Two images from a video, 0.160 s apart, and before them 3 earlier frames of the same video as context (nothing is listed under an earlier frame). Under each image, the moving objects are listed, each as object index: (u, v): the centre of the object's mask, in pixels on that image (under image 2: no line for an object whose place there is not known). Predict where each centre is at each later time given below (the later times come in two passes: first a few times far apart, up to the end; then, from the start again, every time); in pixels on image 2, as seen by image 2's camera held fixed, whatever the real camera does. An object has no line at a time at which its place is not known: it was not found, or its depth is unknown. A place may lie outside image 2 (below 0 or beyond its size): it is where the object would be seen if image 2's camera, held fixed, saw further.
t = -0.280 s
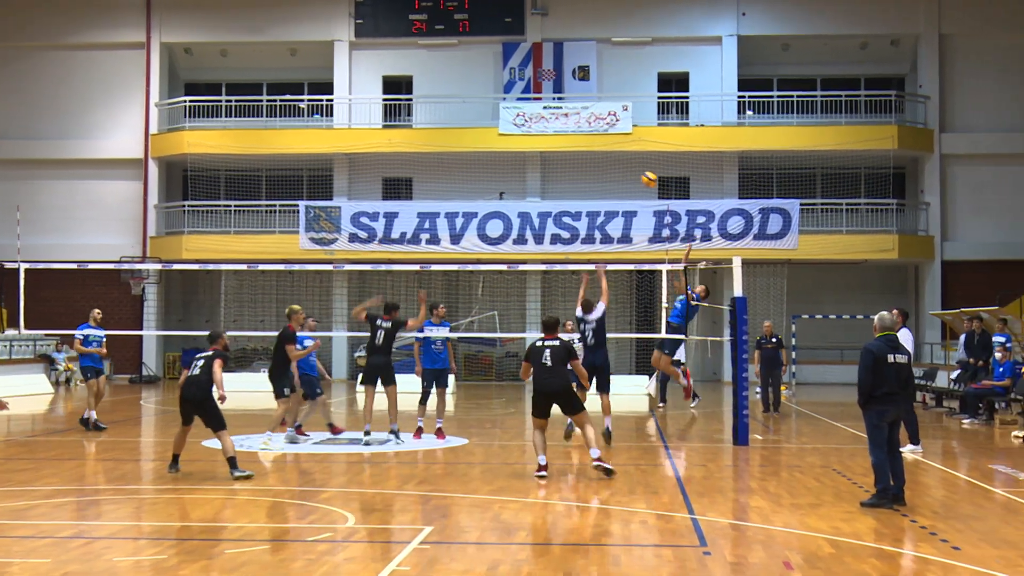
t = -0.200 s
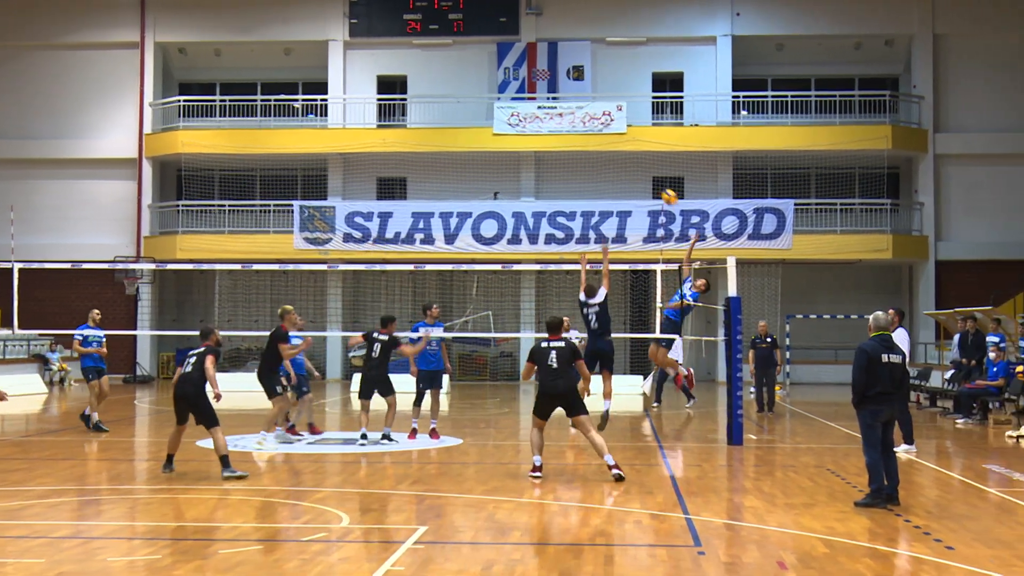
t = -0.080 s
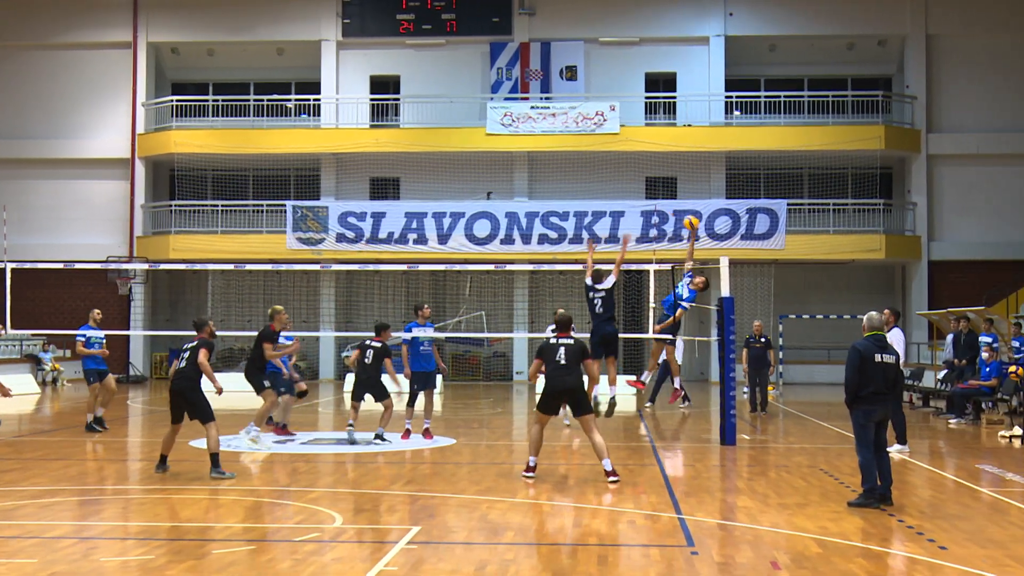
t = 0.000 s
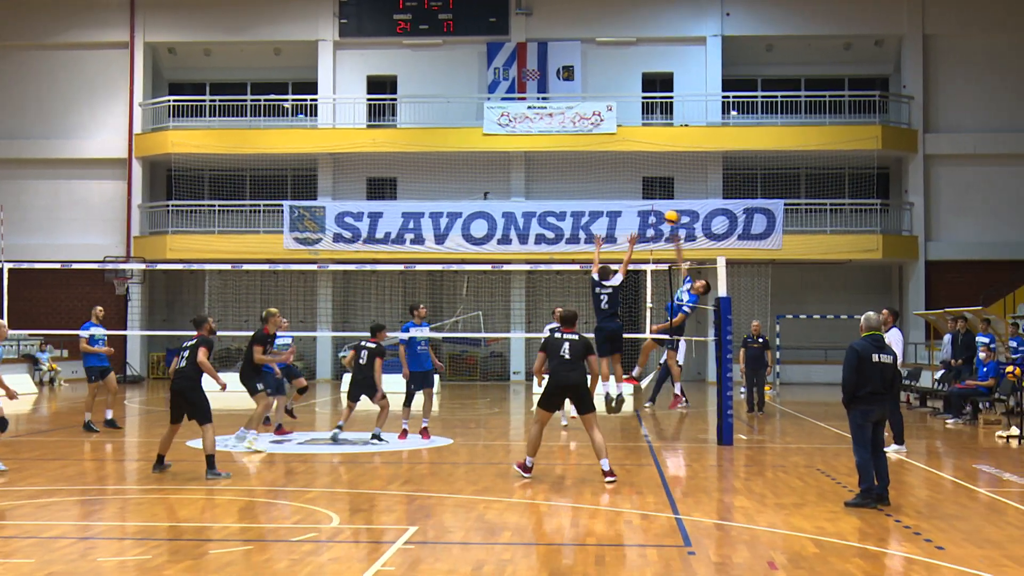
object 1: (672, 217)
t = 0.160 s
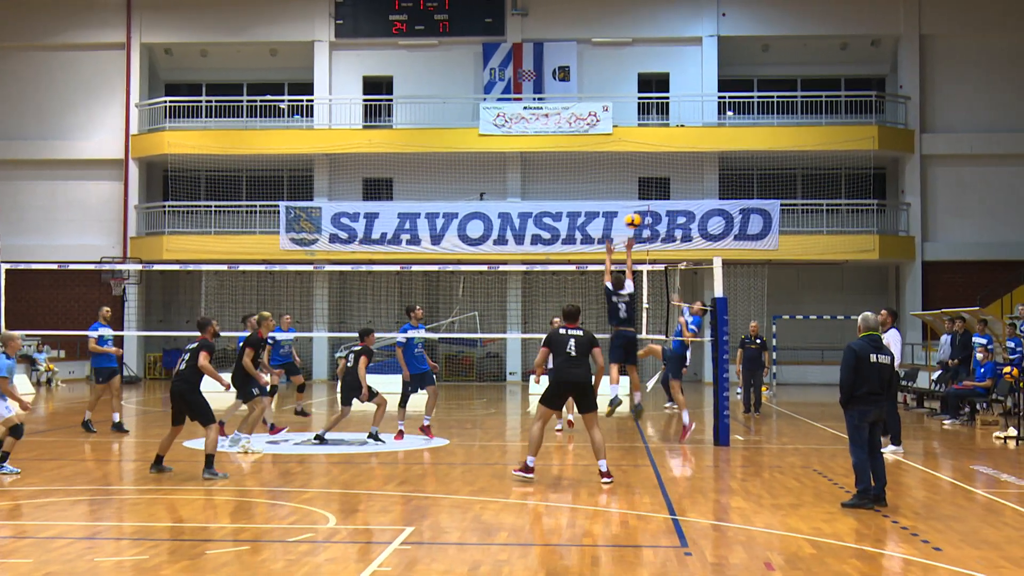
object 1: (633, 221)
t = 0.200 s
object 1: (623, 224)
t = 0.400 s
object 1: (572, 260)
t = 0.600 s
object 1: (523, 326)
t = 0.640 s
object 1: (515, 344)
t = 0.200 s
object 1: (623, 224)
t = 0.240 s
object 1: (613, 229)
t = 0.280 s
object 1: (602, 236)
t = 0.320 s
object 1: (592, 242)
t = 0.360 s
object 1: (581, 250)
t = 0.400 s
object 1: (572, 260)
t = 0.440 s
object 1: (562, 271)
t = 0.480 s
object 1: (552, 282)
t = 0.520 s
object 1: (543, 297)
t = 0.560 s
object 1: (533, 310)
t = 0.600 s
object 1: (523, 326)
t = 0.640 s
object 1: (515, 344)
